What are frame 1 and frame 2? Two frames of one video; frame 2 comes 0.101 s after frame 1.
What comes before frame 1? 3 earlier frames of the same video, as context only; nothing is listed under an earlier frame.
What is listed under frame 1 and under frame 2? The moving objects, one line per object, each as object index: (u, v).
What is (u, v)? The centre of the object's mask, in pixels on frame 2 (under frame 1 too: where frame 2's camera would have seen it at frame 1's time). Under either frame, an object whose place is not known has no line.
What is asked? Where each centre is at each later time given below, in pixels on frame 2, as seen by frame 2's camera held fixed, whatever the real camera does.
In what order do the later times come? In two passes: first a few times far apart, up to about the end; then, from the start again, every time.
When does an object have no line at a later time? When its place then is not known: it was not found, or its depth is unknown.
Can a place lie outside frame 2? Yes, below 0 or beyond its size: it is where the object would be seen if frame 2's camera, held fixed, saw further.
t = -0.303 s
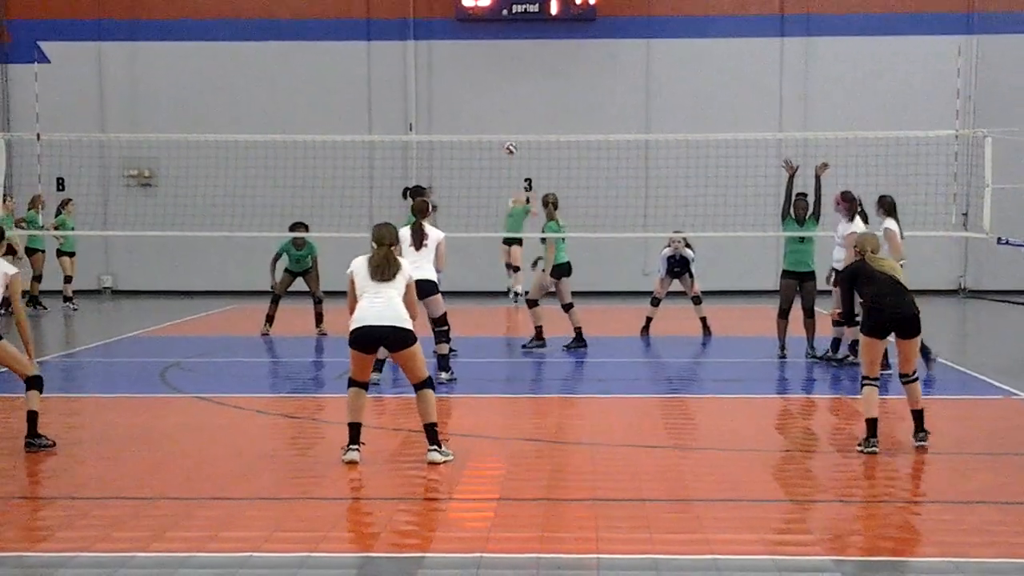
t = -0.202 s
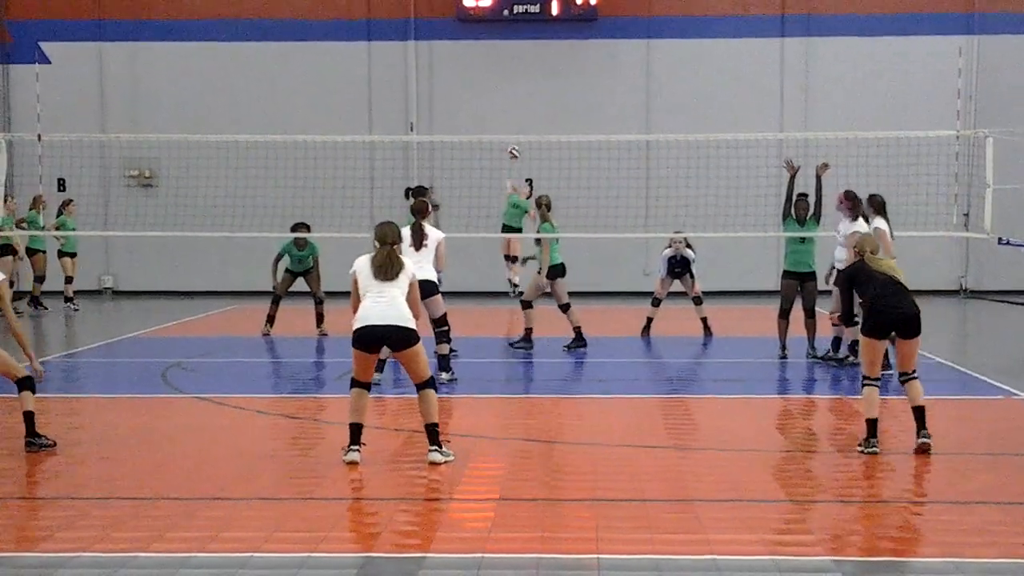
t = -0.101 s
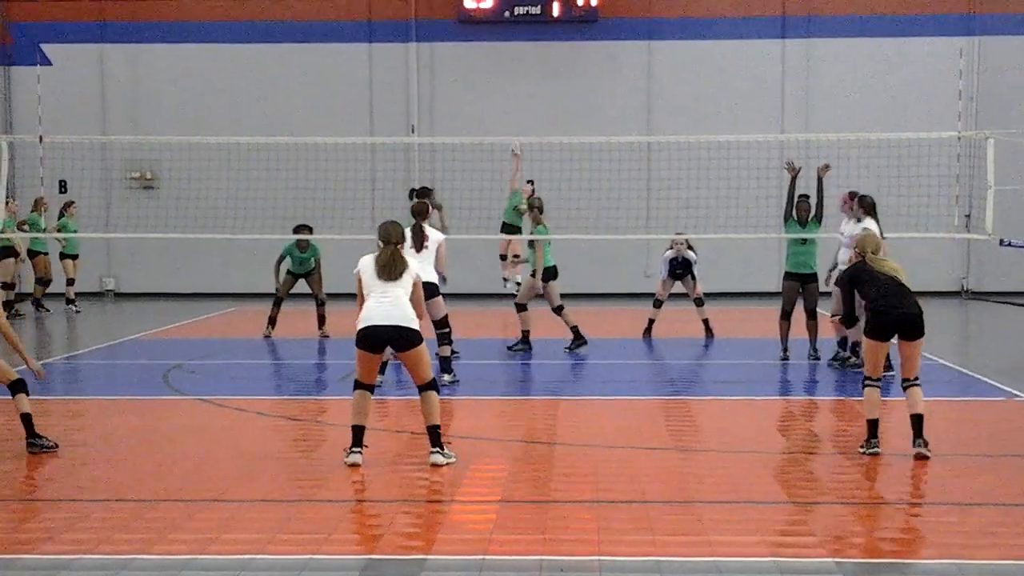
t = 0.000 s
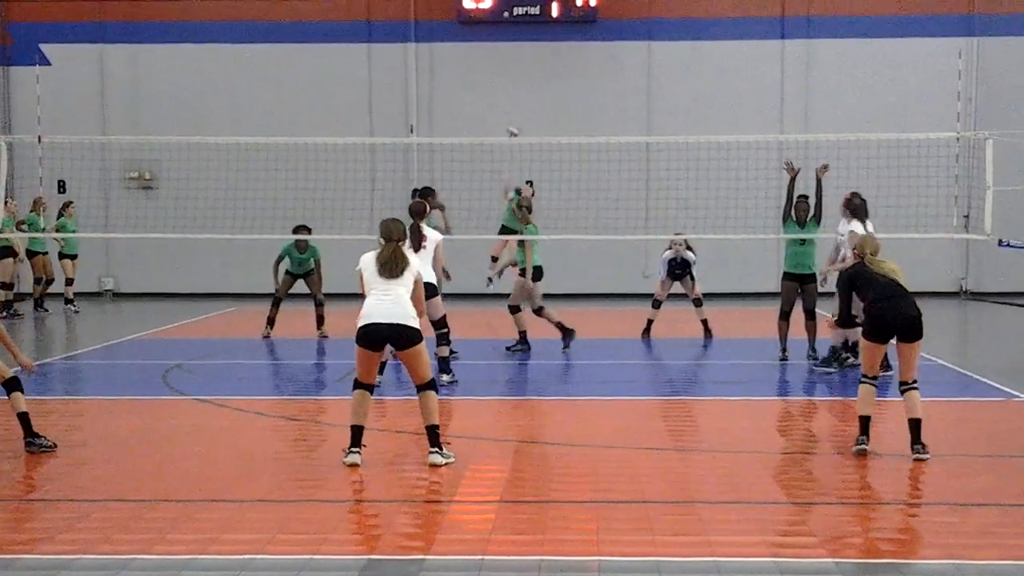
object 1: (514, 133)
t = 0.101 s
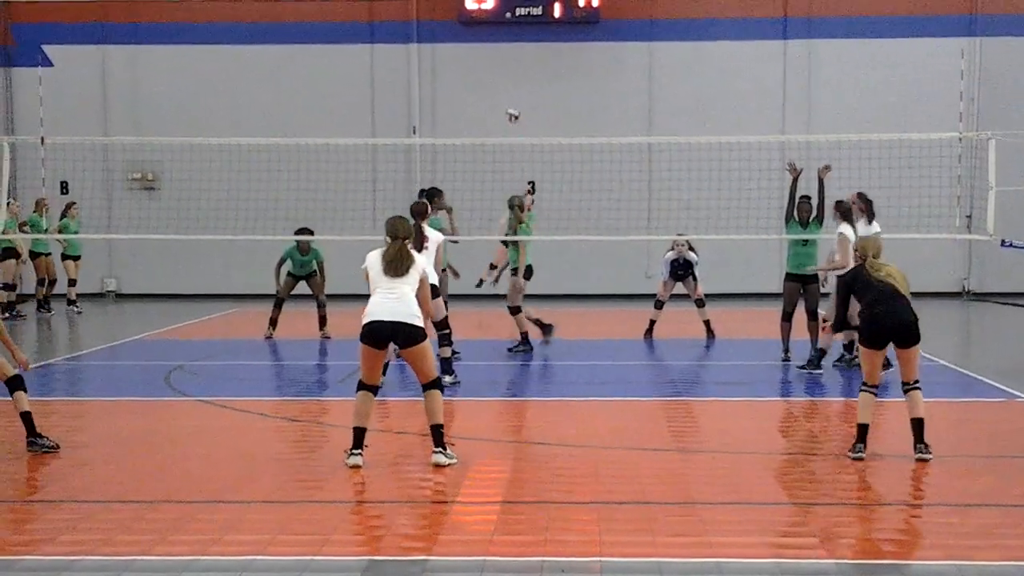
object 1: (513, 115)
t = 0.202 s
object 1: (513, 104)
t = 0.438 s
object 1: (516, 113)
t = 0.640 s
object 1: (523, 130)
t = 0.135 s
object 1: (513, 110)
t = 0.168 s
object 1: (512, 106)
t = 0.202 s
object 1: (513, 104)
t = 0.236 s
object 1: (513, 102)
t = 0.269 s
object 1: (513, 100)
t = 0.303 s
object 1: (513, 100)
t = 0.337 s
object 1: (514, 102)
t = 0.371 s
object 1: (515, 104)
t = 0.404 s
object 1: (515, 107)
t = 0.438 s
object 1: (516, 113)
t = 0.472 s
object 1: (518, 120)
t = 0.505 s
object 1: (519, 127)
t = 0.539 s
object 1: (519, 136)
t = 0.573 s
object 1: (521, 132)
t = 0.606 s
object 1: (522, 131)
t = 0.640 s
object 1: (523, 130)
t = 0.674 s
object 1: (523, 131)
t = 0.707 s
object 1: (524, 132)
